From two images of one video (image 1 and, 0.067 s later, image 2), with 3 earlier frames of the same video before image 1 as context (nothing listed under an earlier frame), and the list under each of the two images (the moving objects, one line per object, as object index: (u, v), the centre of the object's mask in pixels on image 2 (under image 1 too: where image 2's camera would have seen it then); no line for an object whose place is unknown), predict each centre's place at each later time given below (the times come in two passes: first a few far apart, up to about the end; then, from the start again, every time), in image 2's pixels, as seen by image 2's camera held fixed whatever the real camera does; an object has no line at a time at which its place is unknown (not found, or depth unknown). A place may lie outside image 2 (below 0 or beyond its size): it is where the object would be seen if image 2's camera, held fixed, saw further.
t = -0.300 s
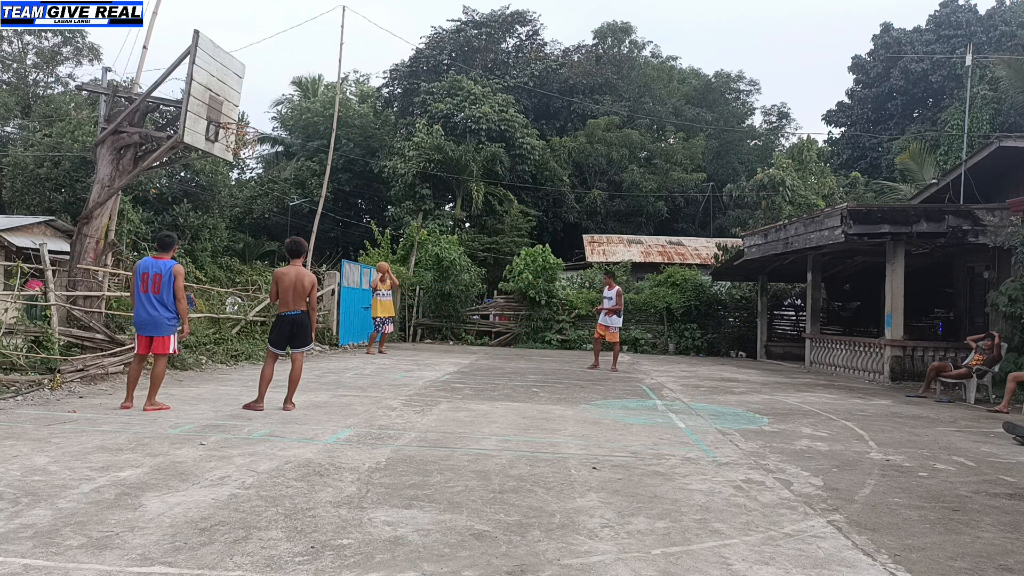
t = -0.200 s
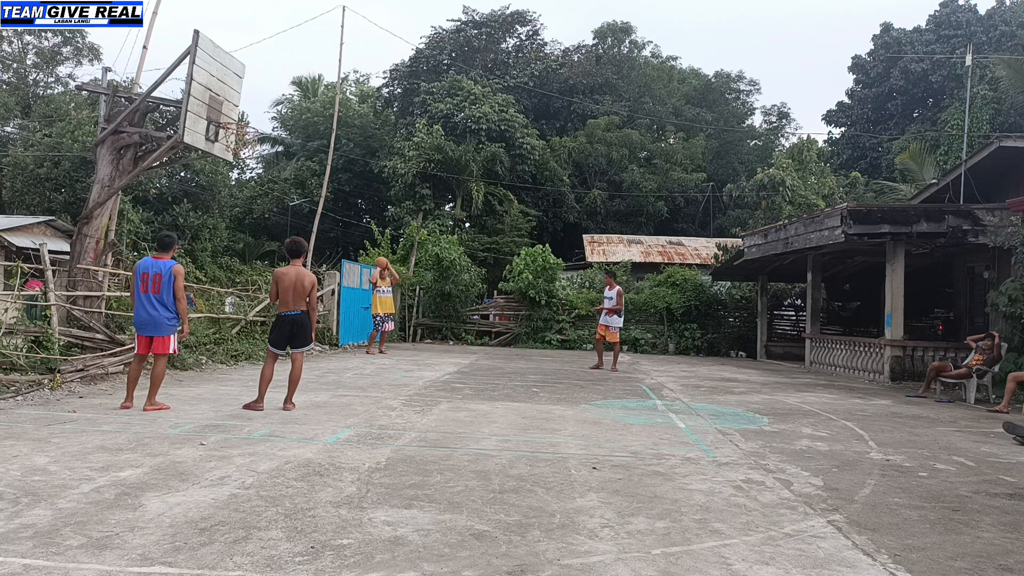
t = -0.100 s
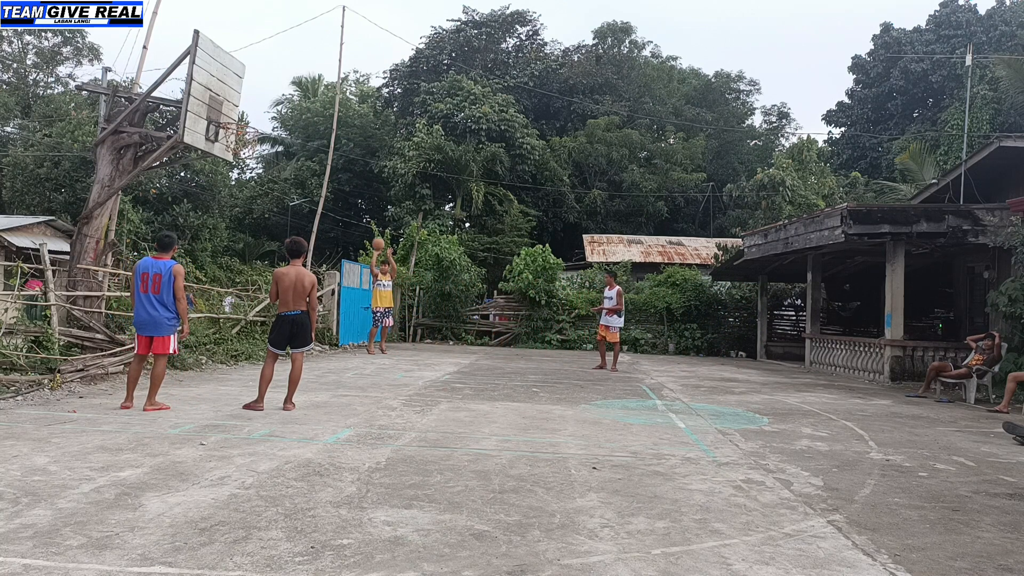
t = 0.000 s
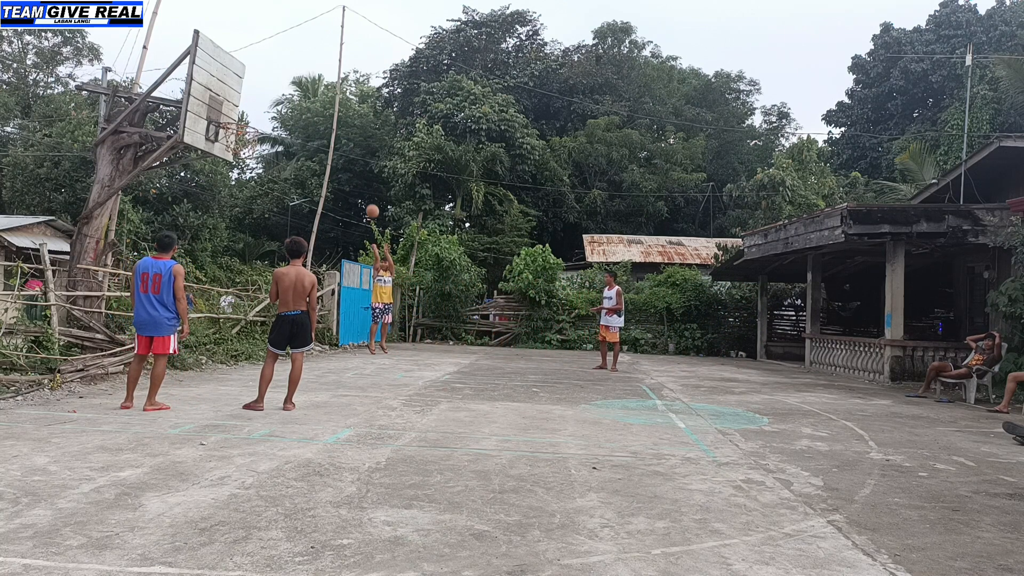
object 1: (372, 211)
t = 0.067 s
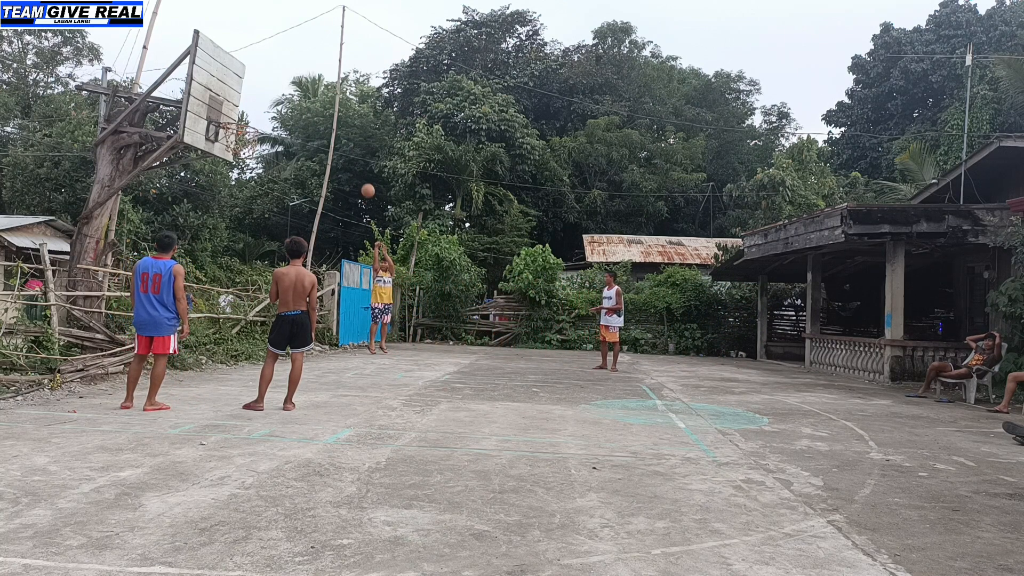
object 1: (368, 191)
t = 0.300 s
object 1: (349, 131)
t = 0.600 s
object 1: (318, 84)
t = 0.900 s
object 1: (272, 89)
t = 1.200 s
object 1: (241, 173)
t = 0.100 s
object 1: (365, 181)
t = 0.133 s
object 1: (363, 172)
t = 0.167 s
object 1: (360, 163)
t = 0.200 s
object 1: (358, 154)
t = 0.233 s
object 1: (355, 146)
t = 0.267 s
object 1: (352, 138)
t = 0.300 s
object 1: (349, 131)
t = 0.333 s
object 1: (346, 123)
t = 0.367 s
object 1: (343, 117)
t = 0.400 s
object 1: (340, 111)
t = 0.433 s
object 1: (336, 104)
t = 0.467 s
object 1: (333, 100)
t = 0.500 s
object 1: (329, 95)
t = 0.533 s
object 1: (326, 91)
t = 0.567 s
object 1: (322, 87)
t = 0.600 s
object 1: (318, 84)
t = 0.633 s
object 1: (314, 82)
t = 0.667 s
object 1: (309, 81)
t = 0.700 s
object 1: (304, 79)
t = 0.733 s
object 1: (300, 79)
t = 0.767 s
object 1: (295, 80)
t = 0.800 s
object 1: (289, 80)
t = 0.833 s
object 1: (284, 82)
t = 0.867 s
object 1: (278, 85)
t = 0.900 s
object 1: (272, 89)
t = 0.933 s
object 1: (266, 94)
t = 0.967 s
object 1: (260, 99)
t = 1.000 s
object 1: (253, 106)
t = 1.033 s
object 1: (246, 115)
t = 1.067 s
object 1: (239, 125)
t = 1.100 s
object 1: (236, 135)
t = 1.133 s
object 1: (238, 147)
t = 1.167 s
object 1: (239, 160)
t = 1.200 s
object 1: (241, 173)
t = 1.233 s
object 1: (242, 187)
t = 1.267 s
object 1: (243, 201)
